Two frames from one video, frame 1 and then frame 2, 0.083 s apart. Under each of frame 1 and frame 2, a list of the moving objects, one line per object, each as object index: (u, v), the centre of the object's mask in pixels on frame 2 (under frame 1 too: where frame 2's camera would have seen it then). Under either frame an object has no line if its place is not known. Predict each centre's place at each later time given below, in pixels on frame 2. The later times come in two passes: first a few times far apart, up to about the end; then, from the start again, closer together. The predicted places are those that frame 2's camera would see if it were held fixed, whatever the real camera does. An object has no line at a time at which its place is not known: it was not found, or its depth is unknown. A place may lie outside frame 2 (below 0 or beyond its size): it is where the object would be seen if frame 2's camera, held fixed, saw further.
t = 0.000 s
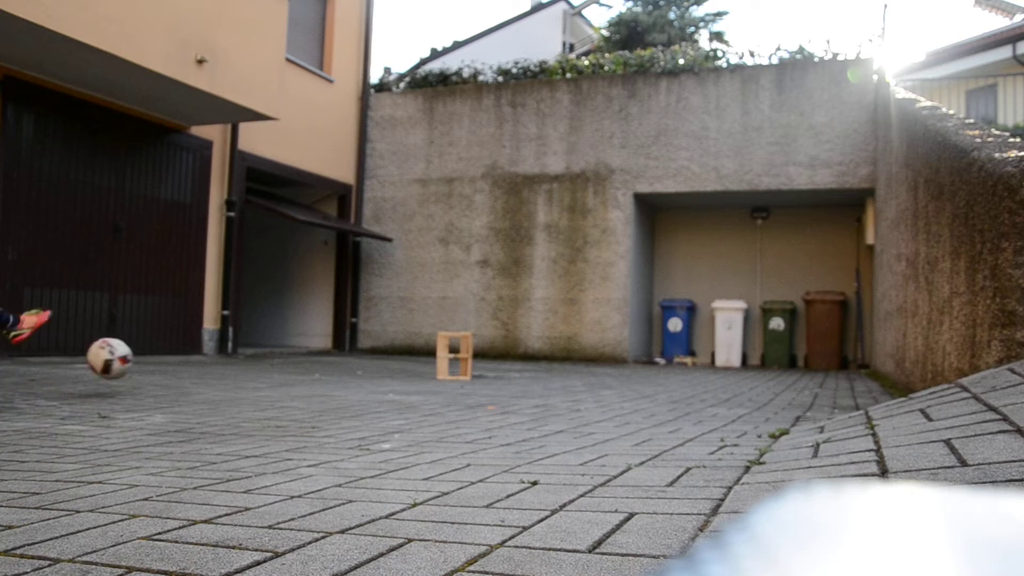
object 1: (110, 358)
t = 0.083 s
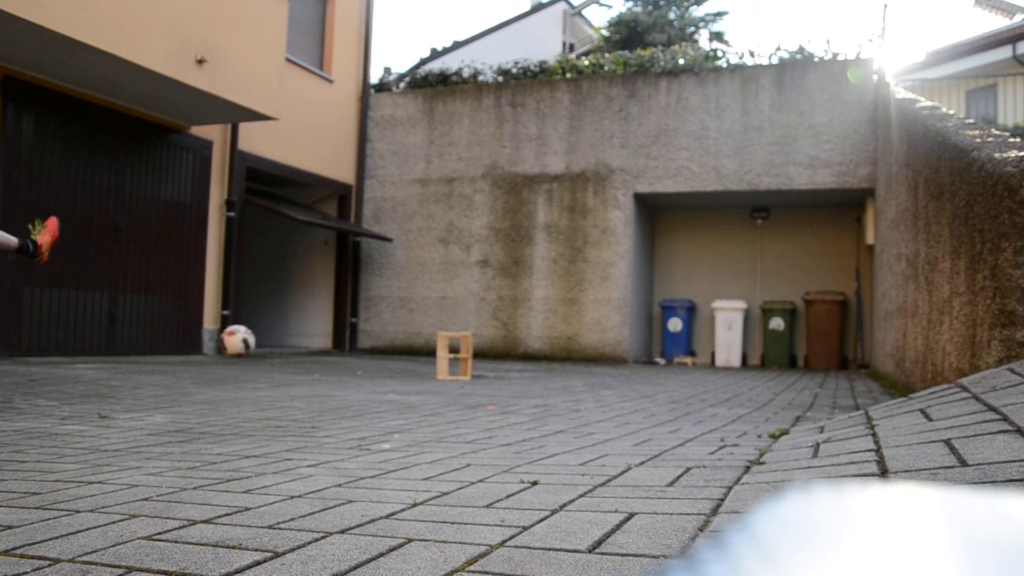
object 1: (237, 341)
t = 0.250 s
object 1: (376, 342)
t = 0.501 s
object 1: (454, 346)
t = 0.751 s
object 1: (452, 348)
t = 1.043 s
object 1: (380, 350)
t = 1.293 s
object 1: (322, 350)
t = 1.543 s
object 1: (257, 352)
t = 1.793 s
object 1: (177, 352)
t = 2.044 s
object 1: (77, 354)
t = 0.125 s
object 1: (282, 338)
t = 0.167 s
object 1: (319, 338)
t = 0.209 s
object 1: (348, 339)
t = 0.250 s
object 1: (376, 342)
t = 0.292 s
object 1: (397, 346)
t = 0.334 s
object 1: (416, 350)
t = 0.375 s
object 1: (430, 356)
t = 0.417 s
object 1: (451, 351)
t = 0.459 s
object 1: (454, 346)
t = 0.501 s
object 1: (454, 346)
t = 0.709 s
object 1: (455, 345)
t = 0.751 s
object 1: (452, 348)
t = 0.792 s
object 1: (433, 351)
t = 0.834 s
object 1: (429, 348)
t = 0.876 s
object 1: (420, 346)
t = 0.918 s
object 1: (410, 345)
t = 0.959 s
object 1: (401, 345)
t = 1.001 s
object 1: (390, 347)
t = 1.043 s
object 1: (380, 350)
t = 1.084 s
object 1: (368, 355)
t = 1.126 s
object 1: (360, 352)
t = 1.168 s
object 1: (351, 348)
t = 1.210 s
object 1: (342, 347)
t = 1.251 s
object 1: (332, 348)
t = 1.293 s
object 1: (322, 350)
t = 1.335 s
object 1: (312, 354)
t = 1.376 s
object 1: (302, 355)
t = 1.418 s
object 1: (291, 352)
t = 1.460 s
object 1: (281, 350)
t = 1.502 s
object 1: (269, 350)
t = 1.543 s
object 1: (257, 352)
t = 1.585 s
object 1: (244, 355)
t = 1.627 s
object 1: (232, 354)
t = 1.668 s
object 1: (220, 350)
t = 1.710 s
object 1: (206, 349)
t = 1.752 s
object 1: (191, 349)
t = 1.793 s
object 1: (177, 352)
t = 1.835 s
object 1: (162, 356)
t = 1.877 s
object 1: (146, 353)
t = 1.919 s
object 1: (130, 353)
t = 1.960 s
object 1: (113, 355)
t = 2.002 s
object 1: (95, 356)
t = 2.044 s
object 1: (77, 354)
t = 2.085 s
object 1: (57, 356)
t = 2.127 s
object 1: (37, 357)
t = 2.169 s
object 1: (17, 355)
